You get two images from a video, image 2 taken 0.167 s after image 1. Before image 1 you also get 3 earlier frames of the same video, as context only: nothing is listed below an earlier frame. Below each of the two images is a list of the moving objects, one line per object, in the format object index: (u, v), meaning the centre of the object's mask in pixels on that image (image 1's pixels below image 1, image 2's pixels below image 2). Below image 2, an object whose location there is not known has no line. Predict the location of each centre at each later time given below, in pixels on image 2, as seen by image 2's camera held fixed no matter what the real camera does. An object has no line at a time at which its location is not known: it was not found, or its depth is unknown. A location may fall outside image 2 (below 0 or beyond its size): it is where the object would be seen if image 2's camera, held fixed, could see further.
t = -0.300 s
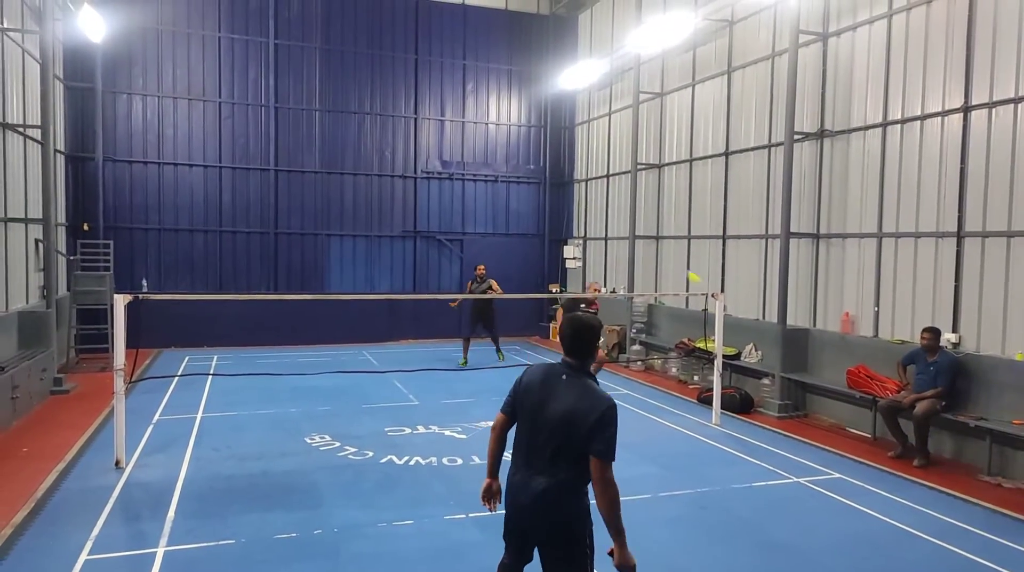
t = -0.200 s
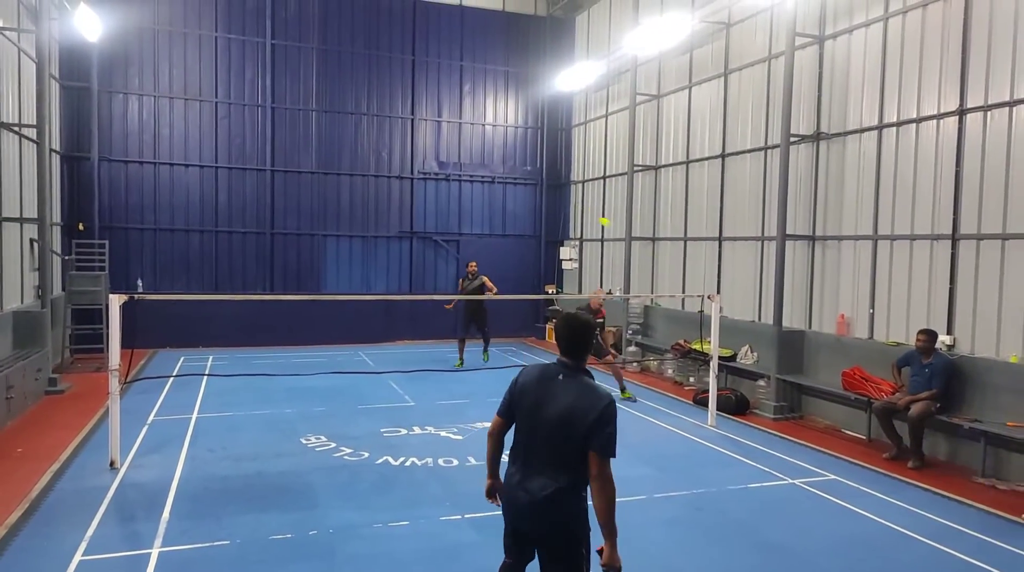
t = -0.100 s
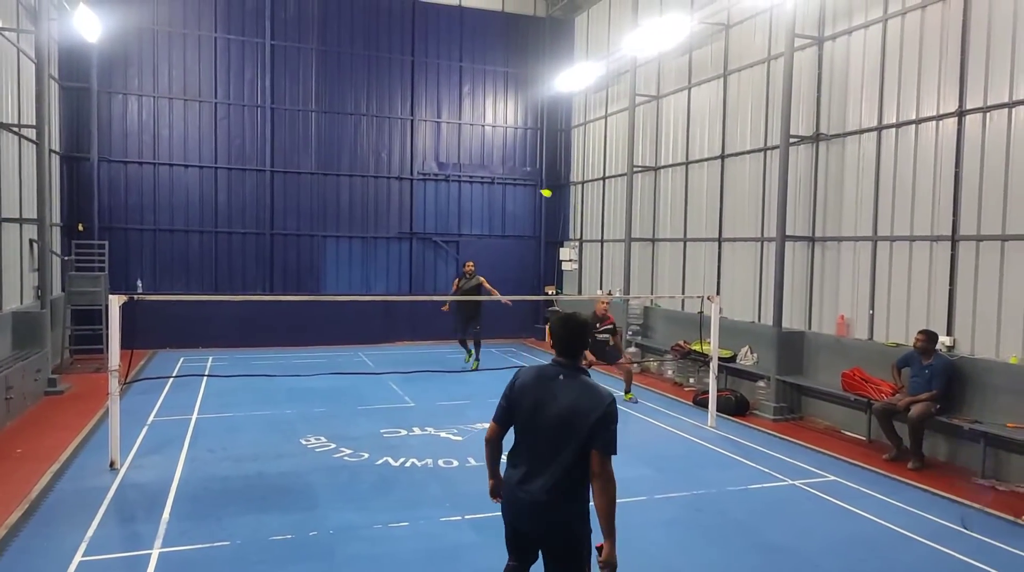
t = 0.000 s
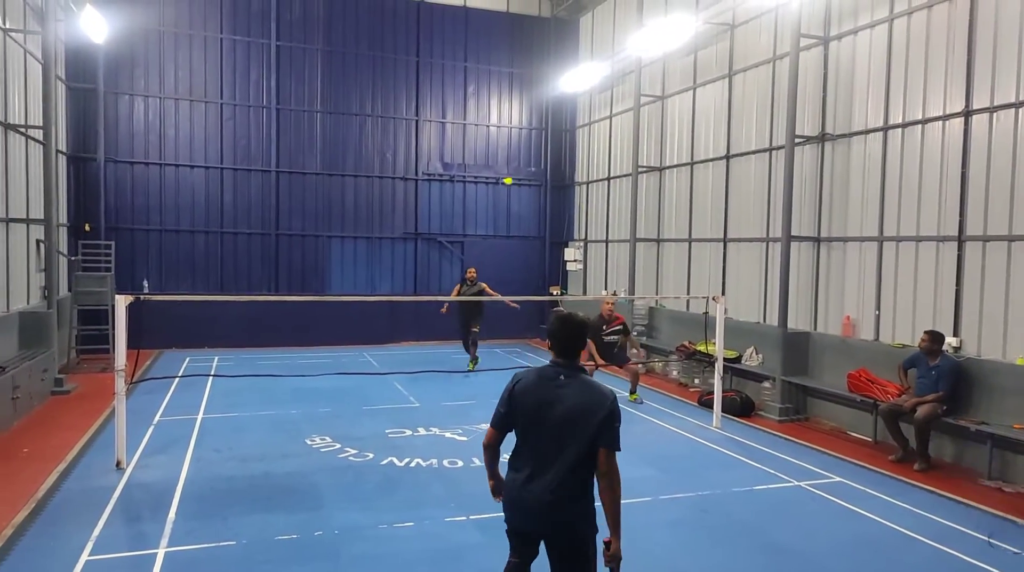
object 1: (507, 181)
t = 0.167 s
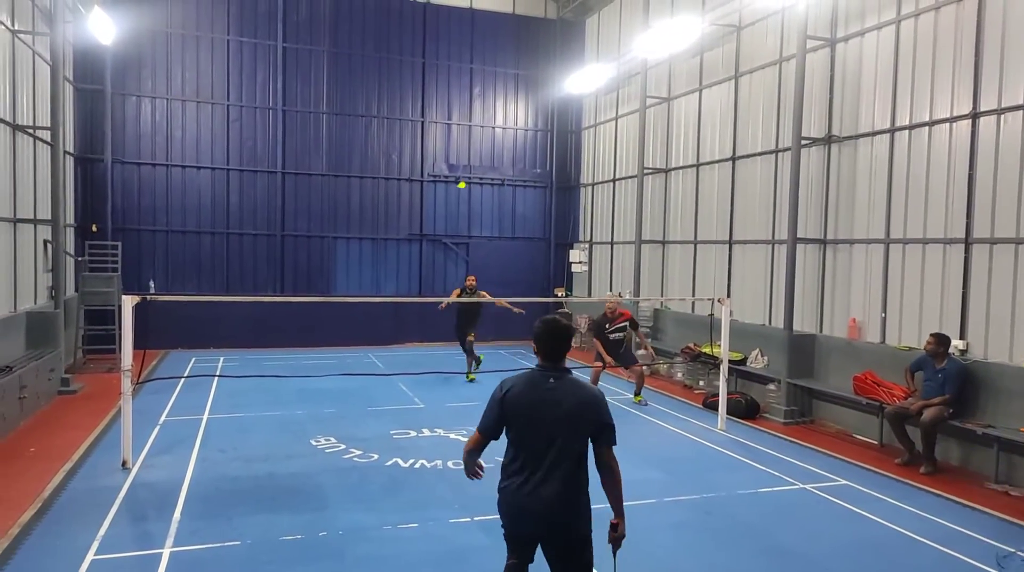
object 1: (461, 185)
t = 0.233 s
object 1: (445, 192)
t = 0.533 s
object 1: (393, 255)
